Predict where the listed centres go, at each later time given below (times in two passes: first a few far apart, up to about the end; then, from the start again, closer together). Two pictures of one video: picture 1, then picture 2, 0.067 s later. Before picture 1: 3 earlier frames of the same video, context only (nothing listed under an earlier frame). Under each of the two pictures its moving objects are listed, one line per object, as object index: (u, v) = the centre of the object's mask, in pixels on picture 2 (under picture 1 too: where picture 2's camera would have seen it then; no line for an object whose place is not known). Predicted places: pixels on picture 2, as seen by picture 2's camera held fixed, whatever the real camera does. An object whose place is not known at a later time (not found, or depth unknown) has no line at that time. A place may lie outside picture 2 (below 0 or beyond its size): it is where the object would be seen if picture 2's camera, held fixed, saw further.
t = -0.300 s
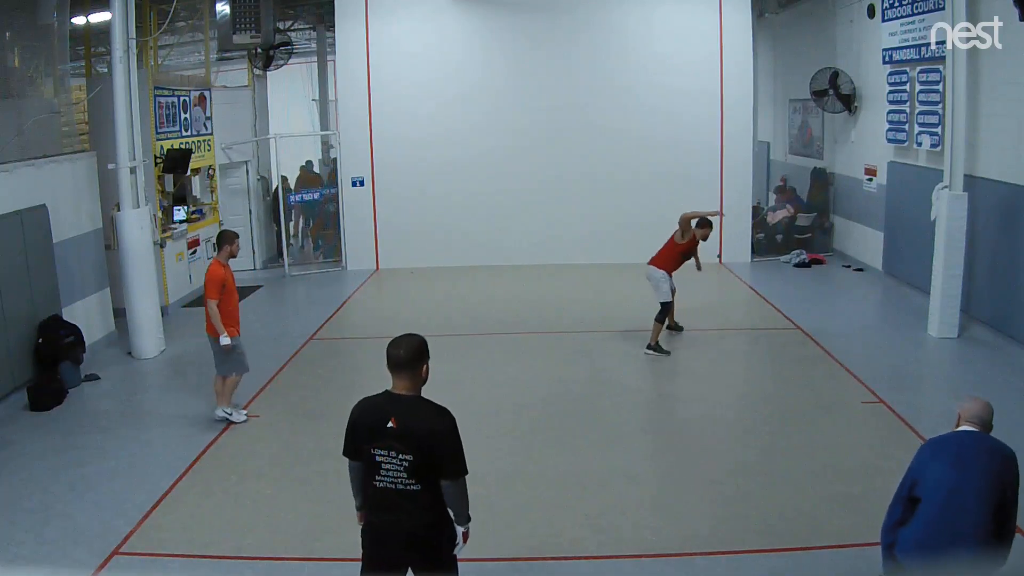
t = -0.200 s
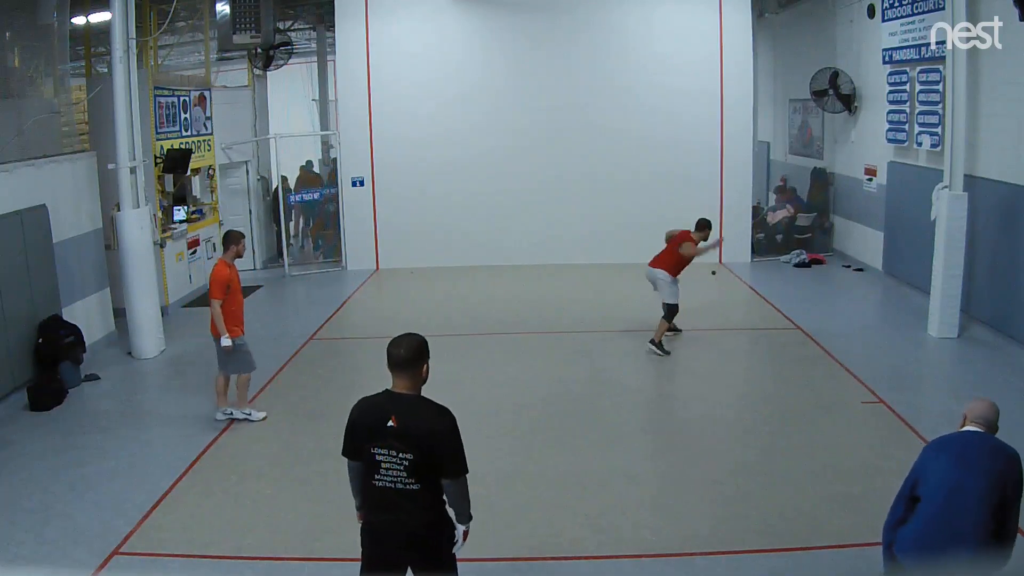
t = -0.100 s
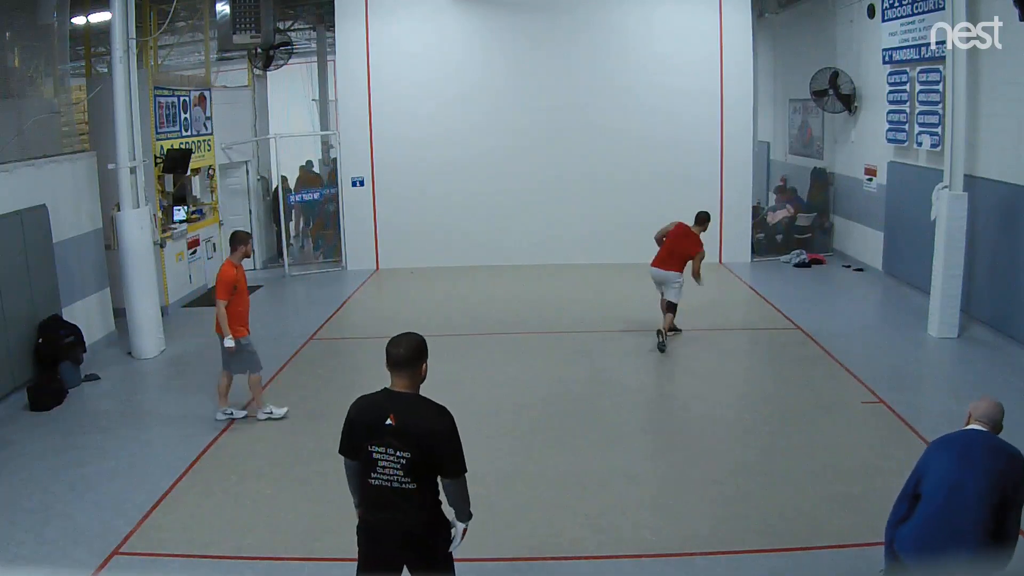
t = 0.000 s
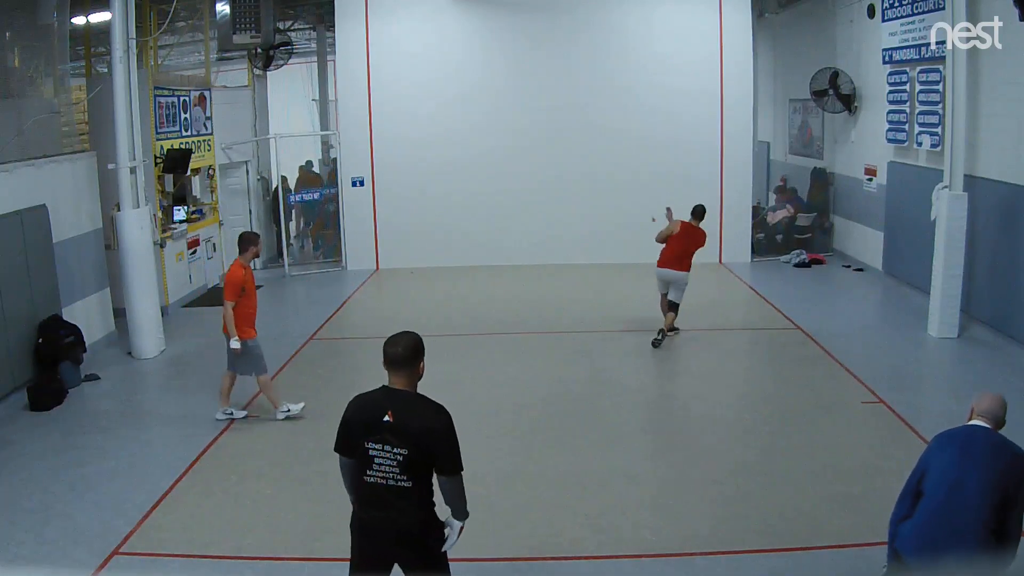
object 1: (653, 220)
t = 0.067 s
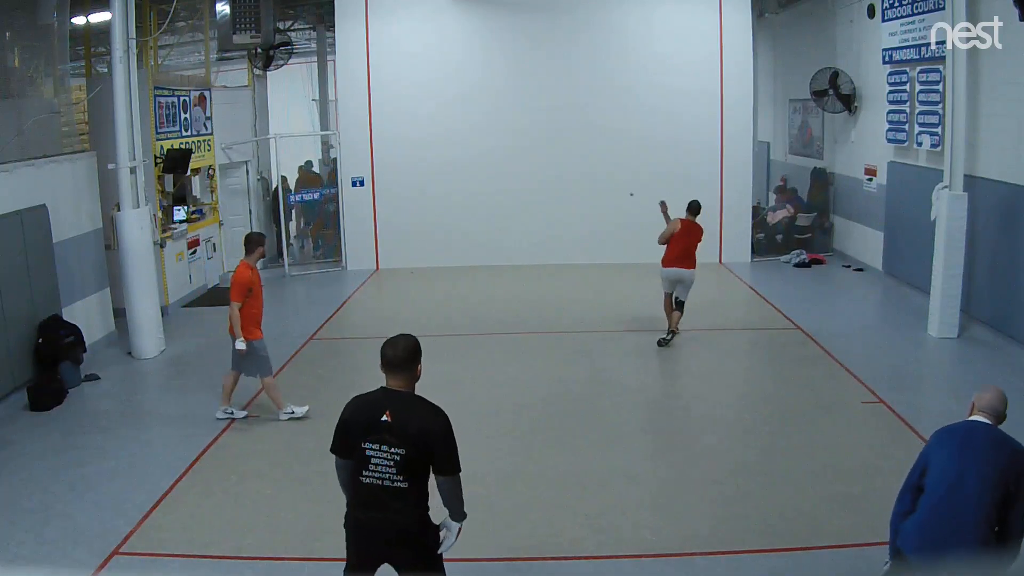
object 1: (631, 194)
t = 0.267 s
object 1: (619, 180)
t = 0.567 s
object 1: (615, 228)
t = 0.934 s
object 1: (593, 512)
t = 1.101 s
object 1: (579, 493)
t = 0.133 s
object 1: (620, 182)
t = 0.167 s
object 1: (620, 180)
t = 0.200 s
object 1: (620, 180)
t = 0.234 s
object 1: (619, 179)
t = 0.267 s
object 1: (619, 180)
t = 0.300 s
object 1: (619, 181)
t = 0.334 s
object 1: (618, 183)
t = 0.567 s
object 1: (615, 228)
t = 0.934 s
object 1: (593, 512)
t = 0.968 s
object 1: (591, 506)
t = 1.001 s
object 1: (589, 500)
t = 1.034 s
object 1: (585, 496)
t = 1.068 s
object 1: (582, 494)
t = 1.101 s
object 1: (579, 493)
